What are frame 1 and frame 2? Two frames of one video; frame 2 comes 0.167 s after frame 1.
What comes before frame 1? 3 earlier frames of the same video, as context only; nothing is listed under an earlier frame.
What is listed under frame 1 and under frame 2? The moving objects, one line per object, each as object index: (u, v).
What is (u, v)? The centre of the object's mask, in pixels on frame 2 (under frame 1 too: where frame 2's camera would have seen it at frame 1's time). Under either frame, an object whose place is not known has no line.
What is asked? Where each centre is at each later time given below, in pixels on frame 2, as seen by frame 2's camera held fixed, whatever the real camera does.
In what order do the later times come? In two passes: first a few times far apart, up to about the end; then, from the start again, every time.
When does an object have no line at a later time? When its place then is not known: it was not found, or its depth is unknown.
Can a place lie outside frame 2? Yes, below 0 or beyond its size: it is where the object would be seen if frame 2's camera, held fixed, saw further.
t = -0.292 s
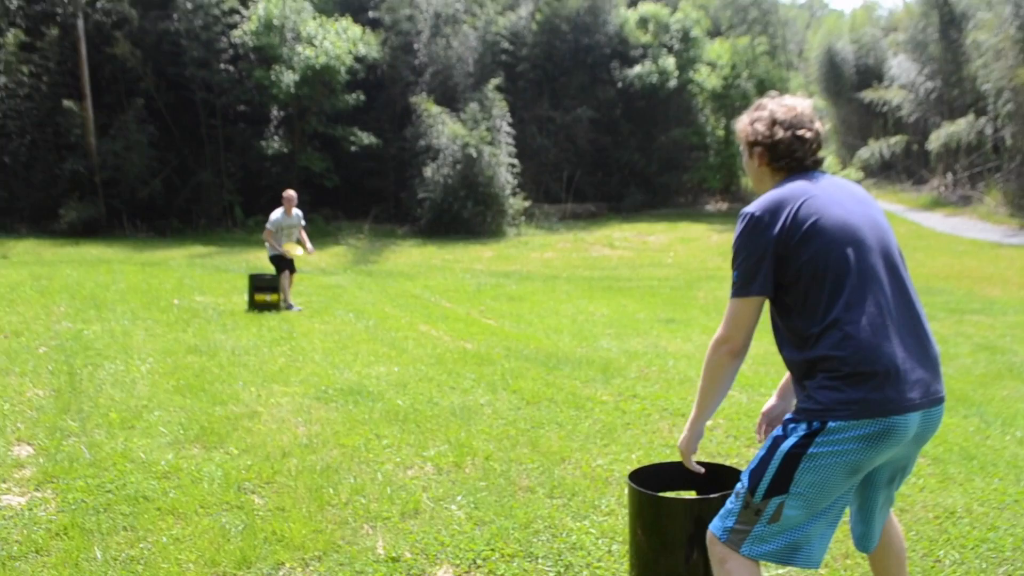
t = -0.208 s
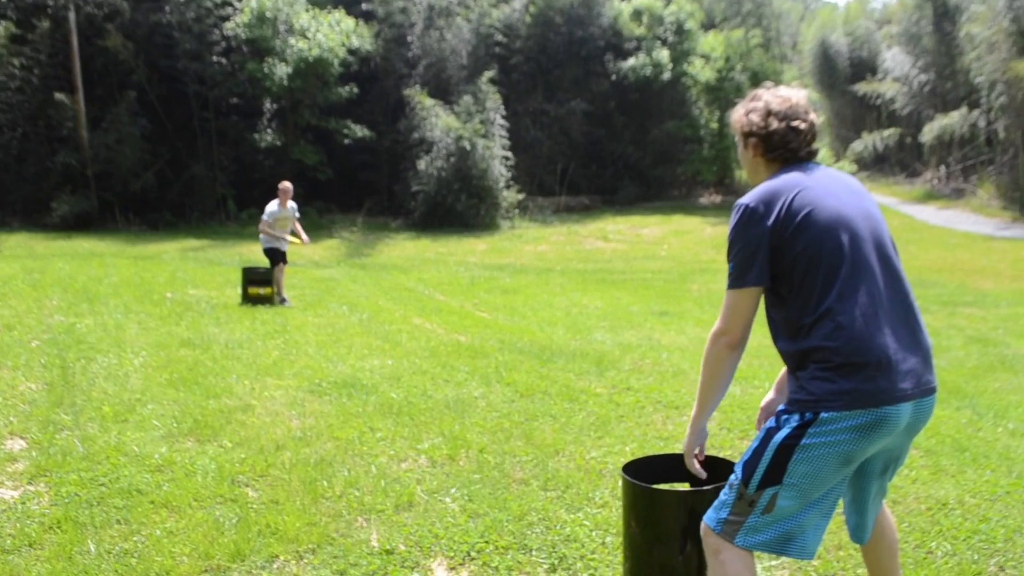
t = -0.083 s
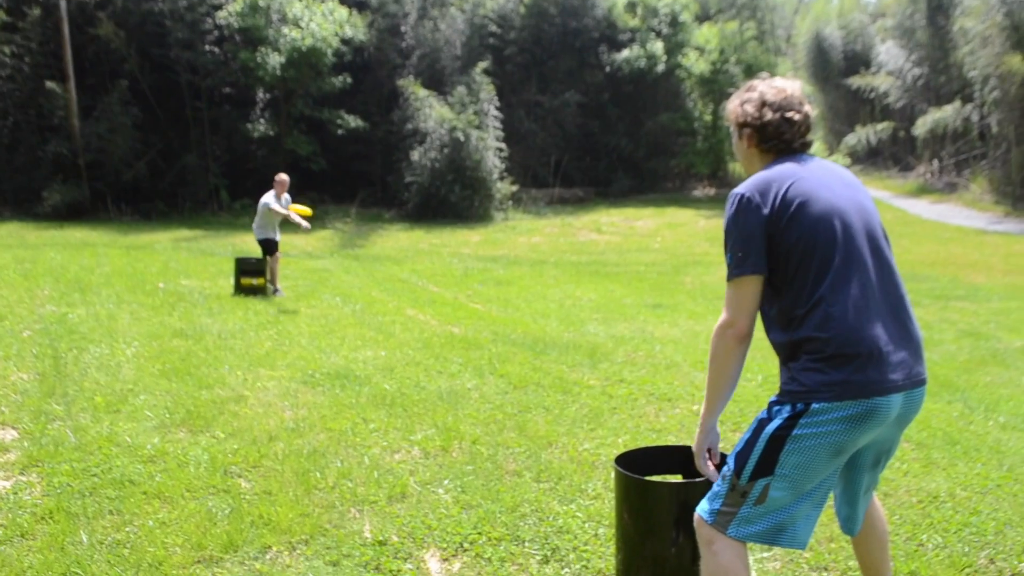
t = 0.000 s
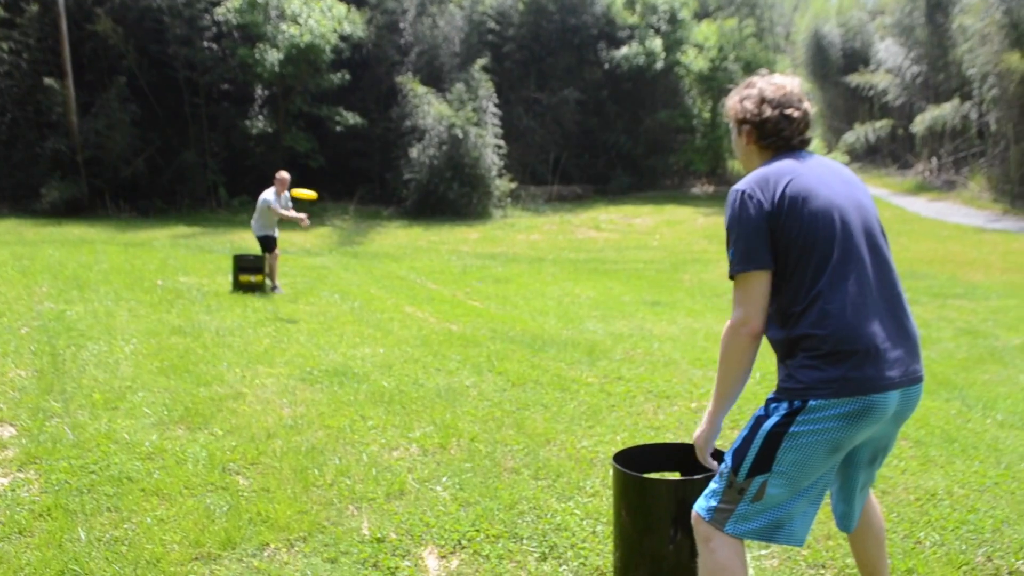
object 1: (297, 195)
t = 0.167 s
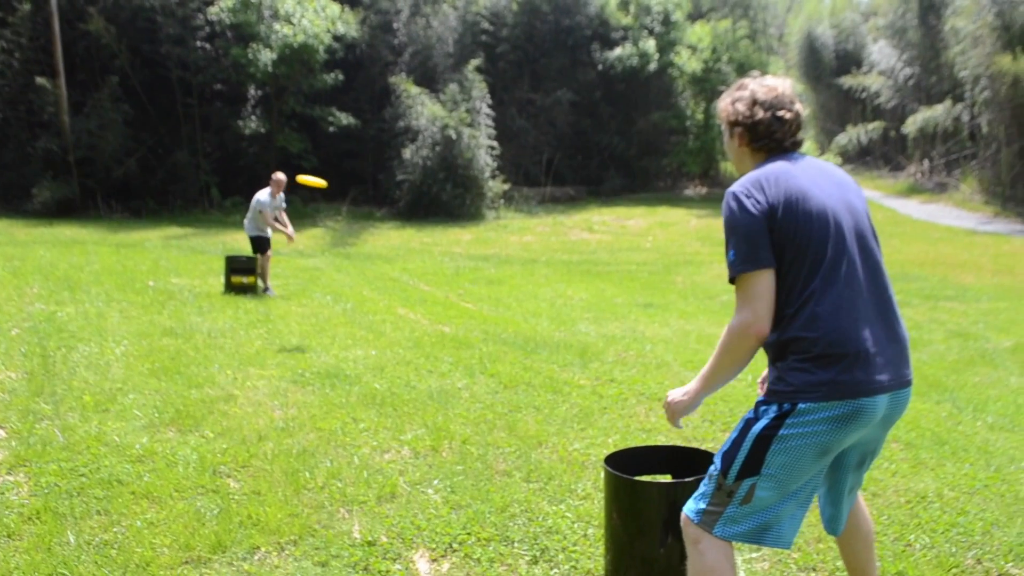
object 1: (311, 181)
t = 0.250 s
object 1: (322, 181)
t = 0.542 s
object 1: (396, 195)
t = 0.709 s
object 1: (479, 230)
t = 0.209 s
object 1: (316, 181)
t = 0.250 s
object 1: (322, 181)
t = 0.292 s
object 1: (329, 182)
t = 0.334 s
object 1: (336, 183)
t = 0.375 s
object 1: (345, 184)
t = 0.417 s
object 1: (355, 186)
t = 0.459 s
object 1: (367, 188)
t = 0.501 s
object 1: (381, 191)
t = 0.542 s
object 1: (396, 195)
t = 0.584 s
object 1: (412, 200)
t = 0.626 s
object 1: (432, 208)
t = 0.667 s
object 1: (454, 218)
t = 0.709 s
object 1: (479, 230)
